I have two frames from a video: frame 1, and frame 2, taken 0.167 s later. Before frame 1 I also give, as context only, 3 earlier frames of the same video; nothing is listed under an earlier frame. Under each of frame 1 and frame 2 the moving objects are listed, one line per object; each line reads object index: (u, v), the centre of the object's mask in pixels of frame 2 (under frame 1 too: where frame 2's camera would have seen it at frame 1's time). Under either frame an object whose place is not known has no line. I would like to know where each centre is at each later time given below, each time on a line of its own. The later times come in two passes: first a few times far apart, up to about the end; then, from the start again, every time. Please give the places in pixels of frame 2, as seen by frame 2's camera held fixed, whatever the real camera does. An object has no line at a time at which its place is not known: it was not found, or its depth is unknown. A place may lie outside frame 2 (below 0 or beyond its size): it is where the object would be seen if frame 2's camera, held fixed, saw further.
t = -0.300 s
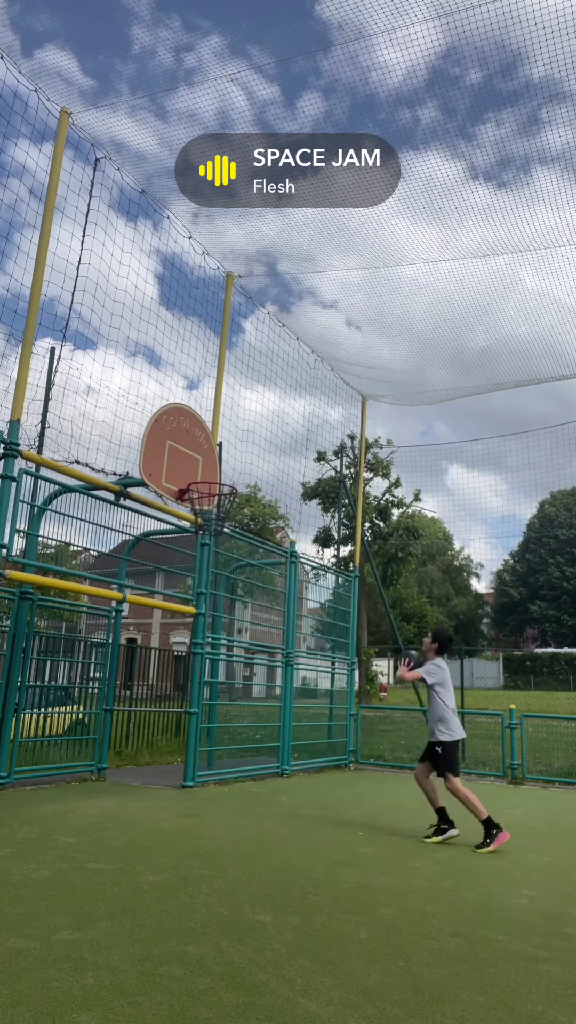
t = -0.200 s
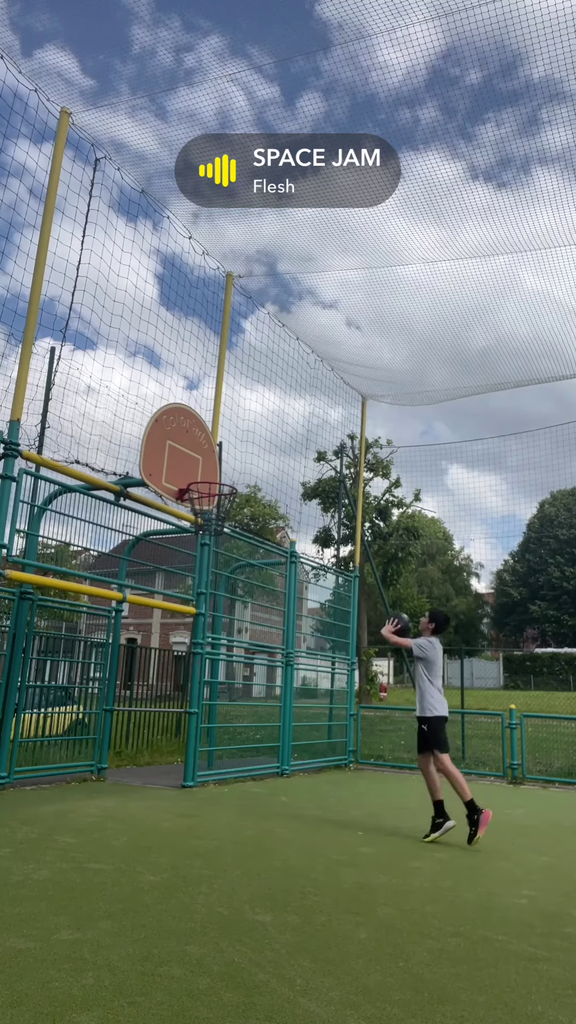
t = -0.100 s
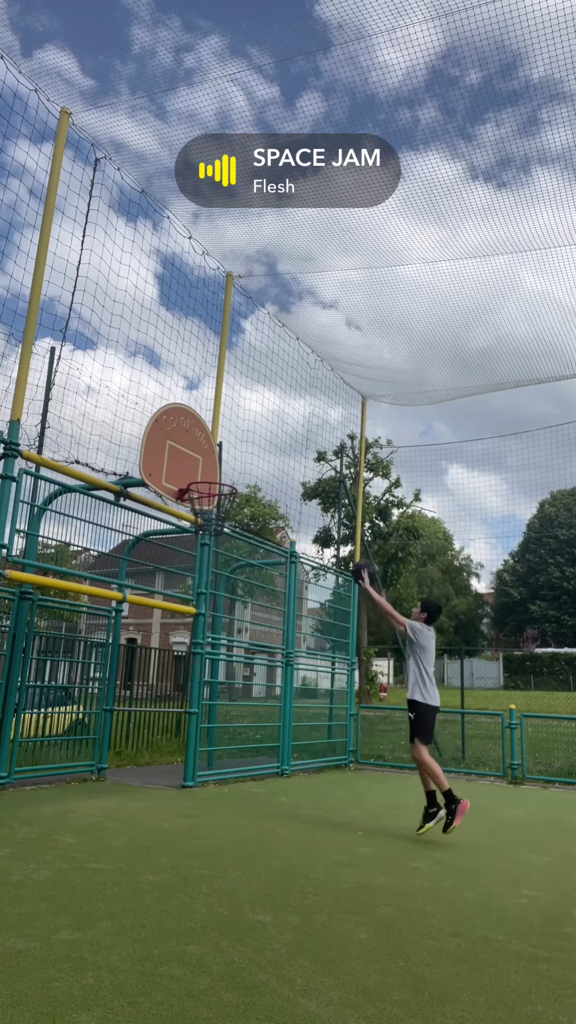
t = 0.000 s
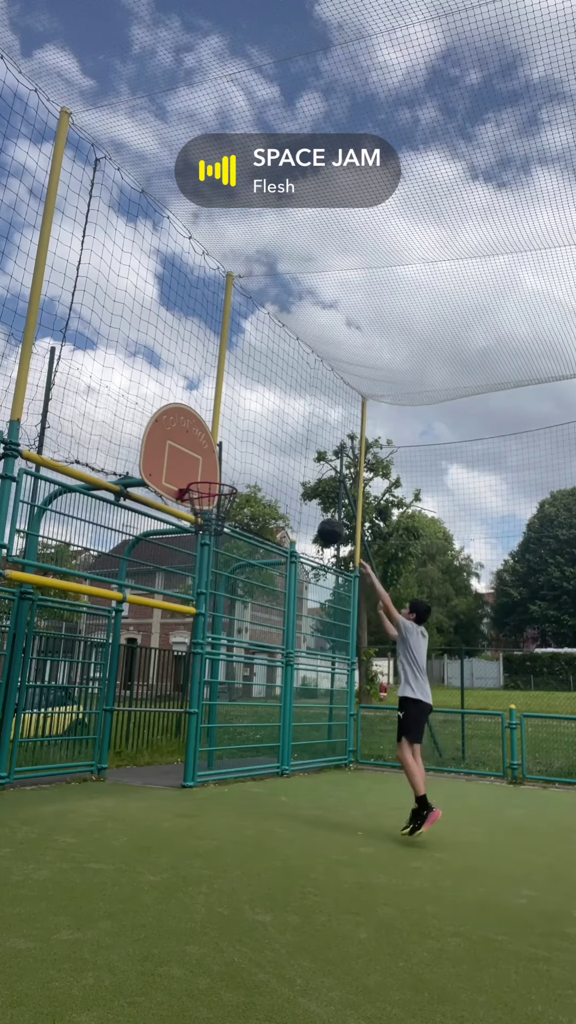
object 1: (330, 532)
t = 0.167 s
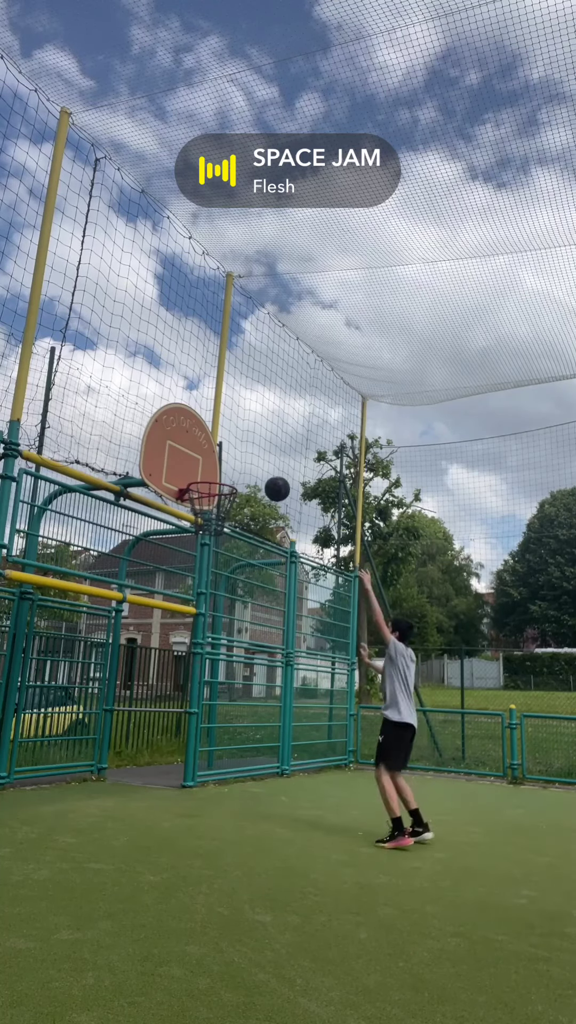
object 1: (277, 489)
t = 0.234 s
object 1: (256, 481)
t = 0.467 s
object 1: (235, 465)
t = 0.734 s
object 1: (211, 484)
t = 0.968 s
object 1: (217, 499)
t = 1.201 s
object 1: (215, 515)
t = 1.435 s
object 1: (209, 532)
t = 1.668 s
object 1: (198, 588)
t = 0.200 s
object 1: (267, 484)
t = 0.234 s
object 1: (256, 481)
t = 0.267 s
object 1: (246, 479)
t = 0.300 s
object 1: (241, 475)
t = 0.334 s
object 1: (240, 471)
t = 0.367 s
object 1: (239, 468)
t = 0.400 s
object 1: (237, 466)
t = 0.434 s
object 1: (236, 465)
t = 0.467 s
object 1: (235, 465)
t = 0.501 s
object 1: (233, 466)
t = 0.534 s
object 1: (232, 469)
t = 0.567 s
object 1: (231, 472)
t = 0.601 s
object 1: (229, 475)
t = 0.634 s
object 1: (228, 482)
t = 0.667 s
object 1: (223, 482)
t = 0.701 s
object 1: (217, 483)
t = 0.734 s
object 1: (211, 484)
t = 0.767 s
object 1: (205, 486)
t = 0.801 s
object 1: (202, 488)
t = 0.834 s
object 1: (206, 489)
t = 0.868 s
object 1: (209, 490)
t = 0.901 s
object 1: (211, 494)
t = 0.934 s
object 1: (215, 496)
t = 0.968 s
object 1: (217, 499)
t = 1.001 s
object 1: (219, 502)
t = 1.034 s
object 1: (219, 503)
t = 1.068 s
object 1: (219, 505)
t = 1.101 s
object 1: (218, 507)
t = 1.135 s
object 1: (218, 509)
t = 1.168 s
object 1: (216, 512)
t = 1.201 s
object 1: (215, 515)
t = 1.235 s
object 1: (212, 518)
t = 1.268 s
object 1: (211, 521)
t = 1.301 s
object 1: (211, 521)
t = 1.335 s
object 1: (210, 523)
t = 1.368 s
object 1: (210, 525)
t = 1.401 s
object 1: (209, 529)
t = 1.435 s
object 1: (209, 532)
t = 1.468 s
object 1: (208, 537)
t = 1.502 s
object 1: (206, 544)
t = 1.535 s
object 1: (205, 550)
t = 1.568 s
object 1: (203, 558)
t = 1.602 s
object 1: (201, 567)
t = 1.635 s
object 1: (200, 577)
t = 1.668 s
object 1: (198, 588)
